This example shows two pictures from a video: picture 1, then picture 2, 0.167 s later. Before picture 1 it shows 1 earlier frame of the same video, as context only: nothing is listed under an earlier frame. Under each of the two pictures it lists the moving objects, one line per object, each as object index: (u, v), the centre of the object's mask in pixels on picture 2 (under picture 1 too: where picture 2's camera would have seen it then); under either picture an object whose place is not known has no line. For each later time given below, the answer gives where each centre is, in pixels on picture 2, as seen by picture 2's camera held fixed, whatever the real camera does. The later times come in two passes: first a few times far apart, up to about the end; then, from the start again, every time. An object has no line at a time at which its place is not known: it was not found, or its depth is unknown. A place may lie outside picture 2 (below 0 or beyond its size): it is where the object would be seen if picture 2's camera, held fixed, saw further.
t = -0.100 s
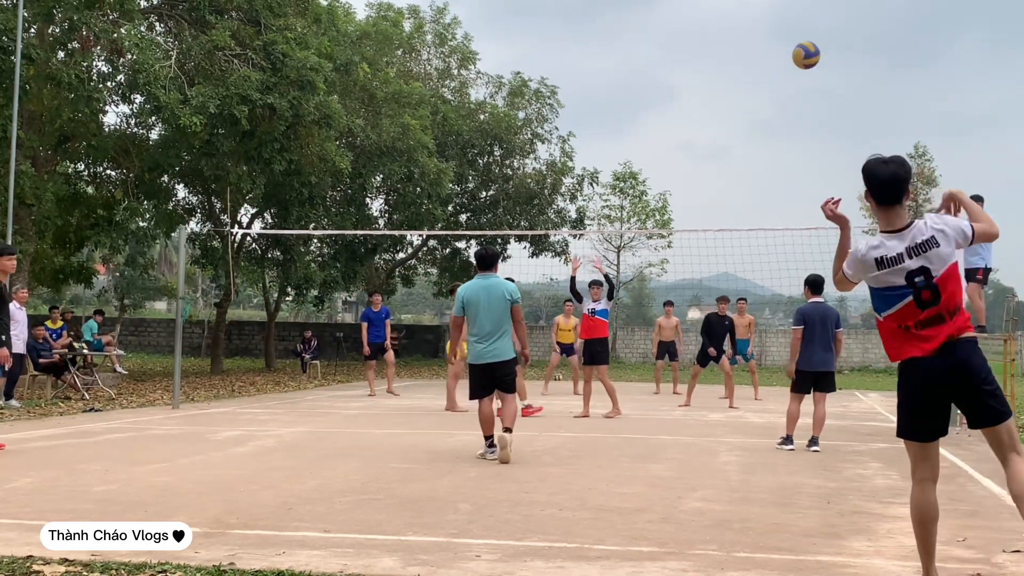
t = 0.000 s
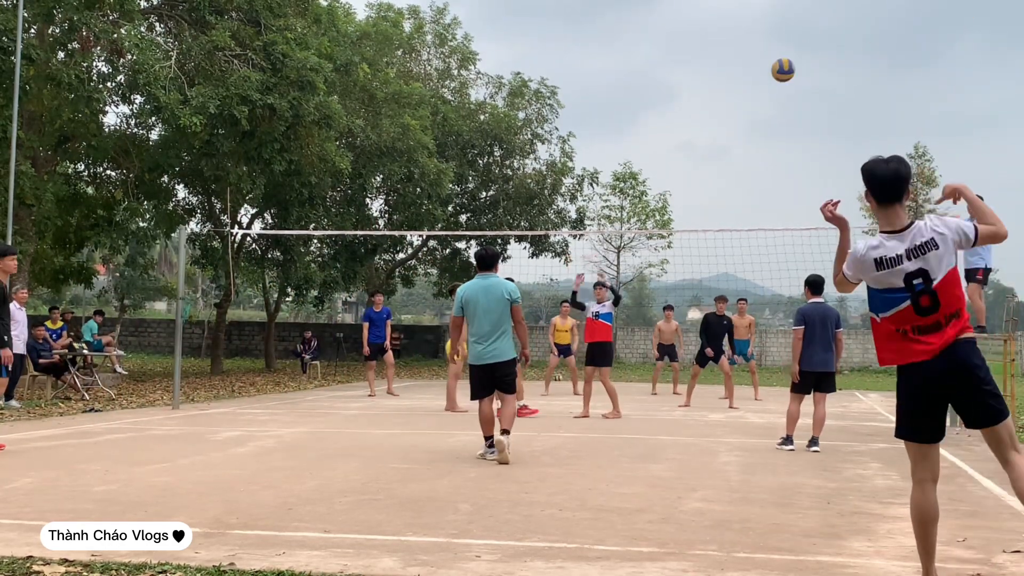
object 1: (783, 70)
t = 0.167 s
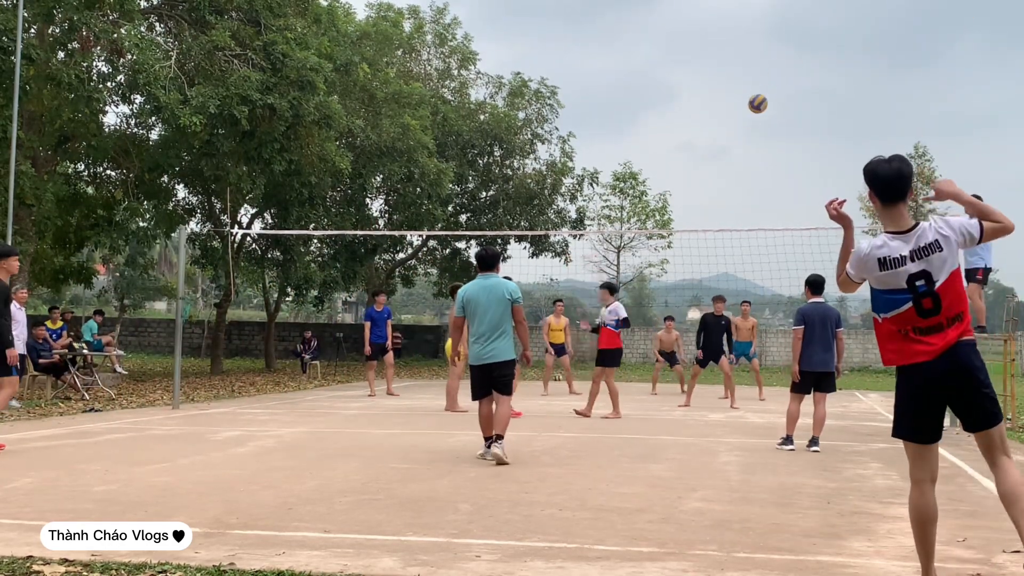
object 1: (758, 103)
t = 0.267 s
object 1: (748, 126)
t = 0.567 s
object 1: (724, 208)
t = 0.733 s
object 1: (715, 260)
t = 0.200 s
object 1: (754, 111)
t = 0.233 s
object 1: (751, 118)
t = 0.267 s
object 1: (748, 126)
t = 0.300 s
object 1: (745, 134)
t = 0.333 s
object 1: (742, 142)
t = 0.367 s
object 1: (739, 150)
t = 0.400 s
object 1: (736, 159)
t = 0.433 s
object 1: (734, 168)
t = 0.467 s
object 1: (732, 177)
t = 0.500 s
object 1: (729, 187)
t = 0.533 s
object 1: (727, 197)
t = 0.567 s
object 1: (724, 208)
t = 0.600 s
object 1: (722, 218)
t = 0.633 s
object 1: (720, 228)
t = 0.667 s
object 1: (718, 239)
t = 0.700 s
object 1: (717, 249)
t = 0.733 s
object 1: (715, 260)
